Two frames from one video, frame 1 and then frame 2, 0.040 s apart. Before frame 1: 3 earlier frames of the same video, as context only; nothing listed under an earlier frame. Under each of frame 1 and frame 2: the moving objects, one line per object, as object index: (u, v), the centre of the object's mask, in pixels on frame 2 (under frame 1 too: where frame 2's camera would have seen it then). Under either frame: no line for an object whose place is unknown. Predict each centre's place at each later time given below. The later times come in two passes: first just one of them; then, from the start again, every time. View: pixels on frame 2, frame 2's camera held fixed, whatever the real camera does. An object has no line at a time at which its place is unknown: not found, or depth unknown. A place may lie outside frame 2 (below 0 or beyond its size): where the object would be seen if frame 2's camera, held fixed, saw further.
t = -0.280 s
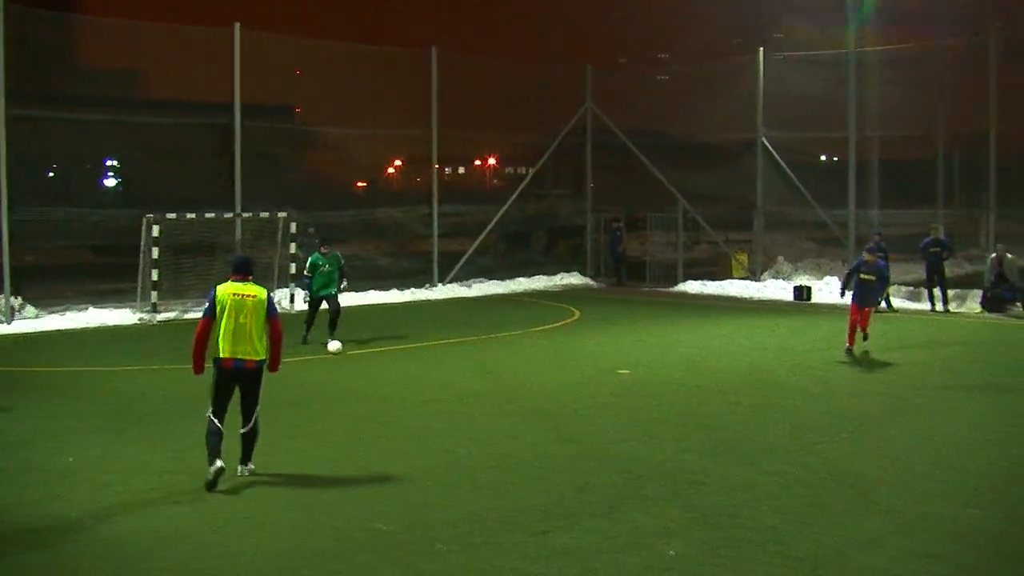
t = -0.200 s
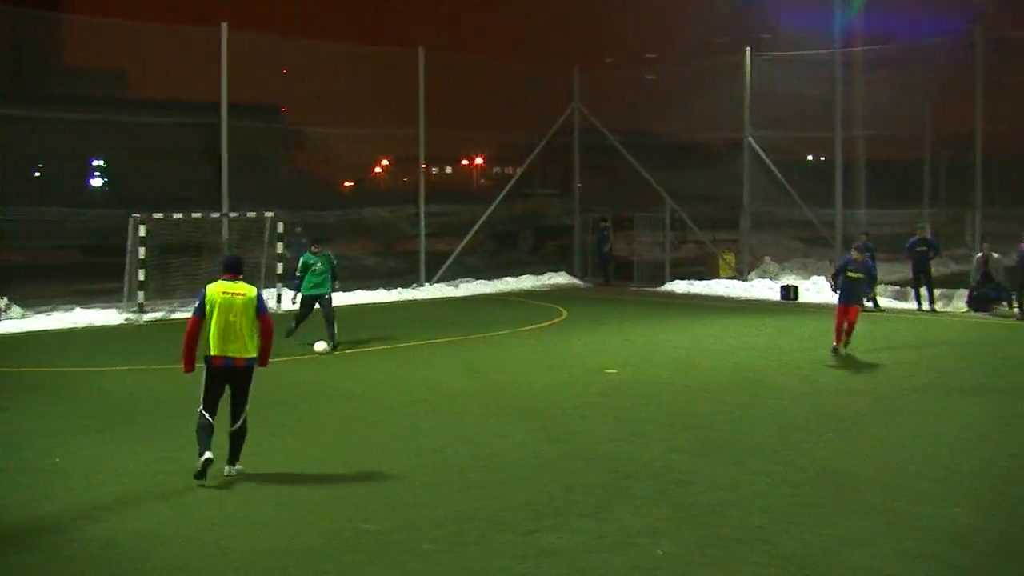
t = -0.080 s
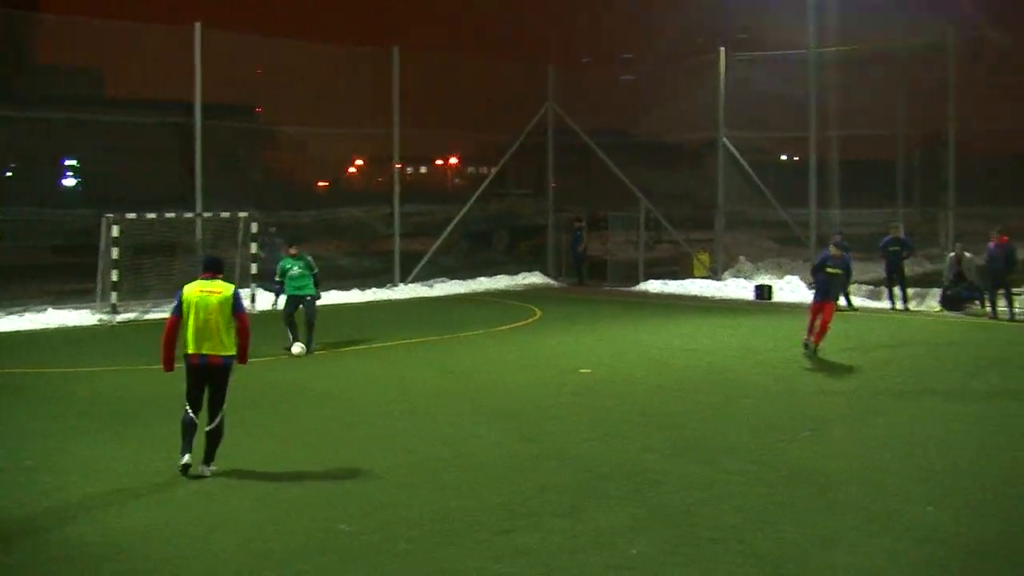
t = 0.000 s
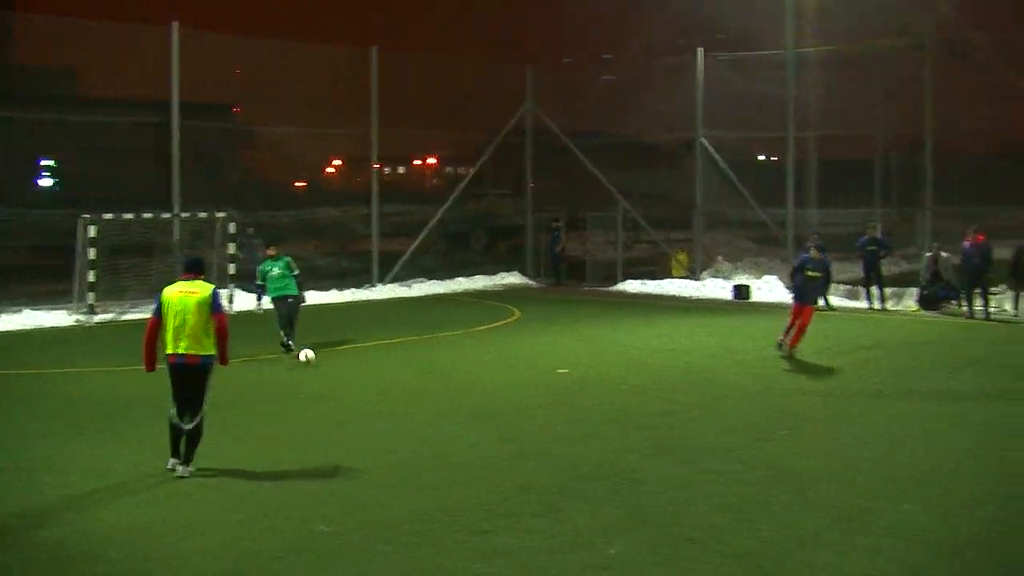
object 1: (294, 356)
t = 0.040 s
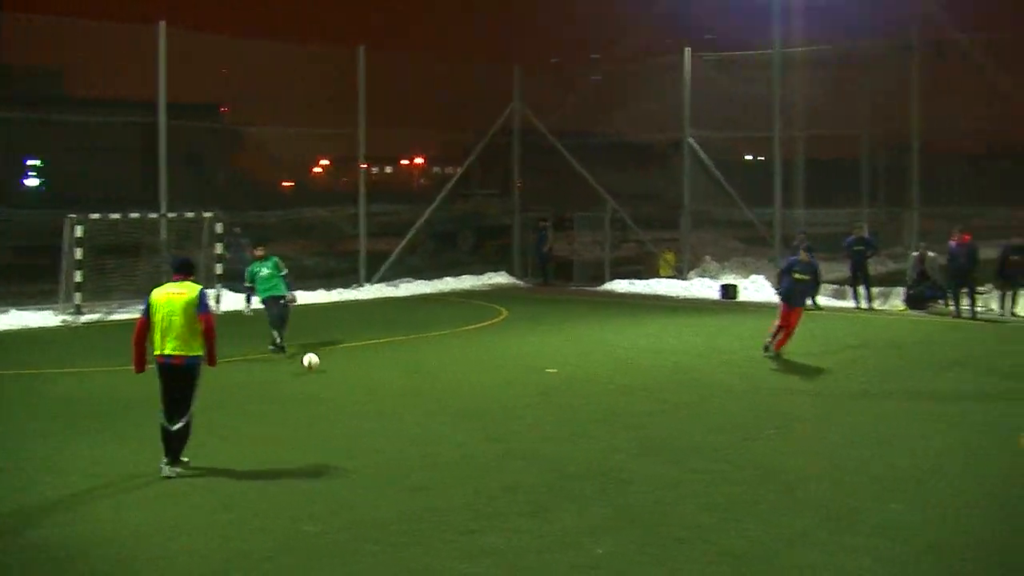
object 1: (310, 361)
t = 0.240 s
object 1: (406, 390)
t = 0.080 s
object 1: (328, 366)
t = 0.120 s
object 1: (347, 373)
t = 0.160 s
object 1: (367, 380)
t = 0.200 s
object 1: (386, 384)
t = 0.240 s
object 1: (406, 390)
